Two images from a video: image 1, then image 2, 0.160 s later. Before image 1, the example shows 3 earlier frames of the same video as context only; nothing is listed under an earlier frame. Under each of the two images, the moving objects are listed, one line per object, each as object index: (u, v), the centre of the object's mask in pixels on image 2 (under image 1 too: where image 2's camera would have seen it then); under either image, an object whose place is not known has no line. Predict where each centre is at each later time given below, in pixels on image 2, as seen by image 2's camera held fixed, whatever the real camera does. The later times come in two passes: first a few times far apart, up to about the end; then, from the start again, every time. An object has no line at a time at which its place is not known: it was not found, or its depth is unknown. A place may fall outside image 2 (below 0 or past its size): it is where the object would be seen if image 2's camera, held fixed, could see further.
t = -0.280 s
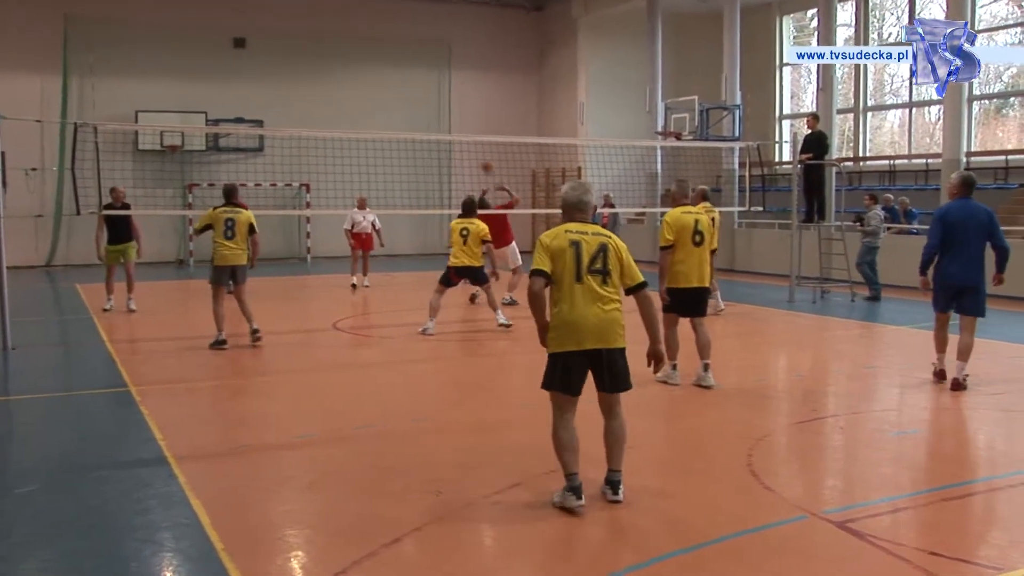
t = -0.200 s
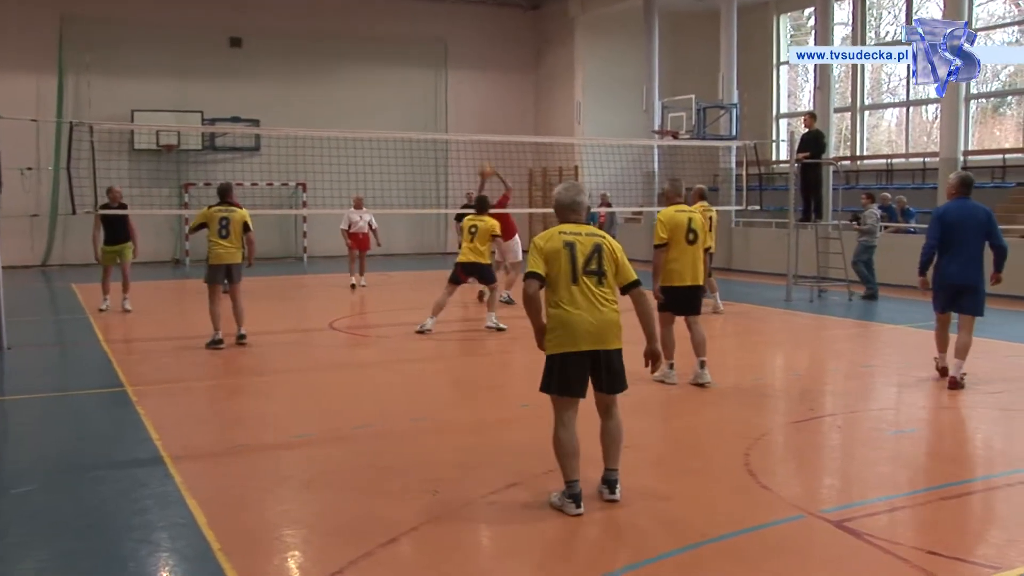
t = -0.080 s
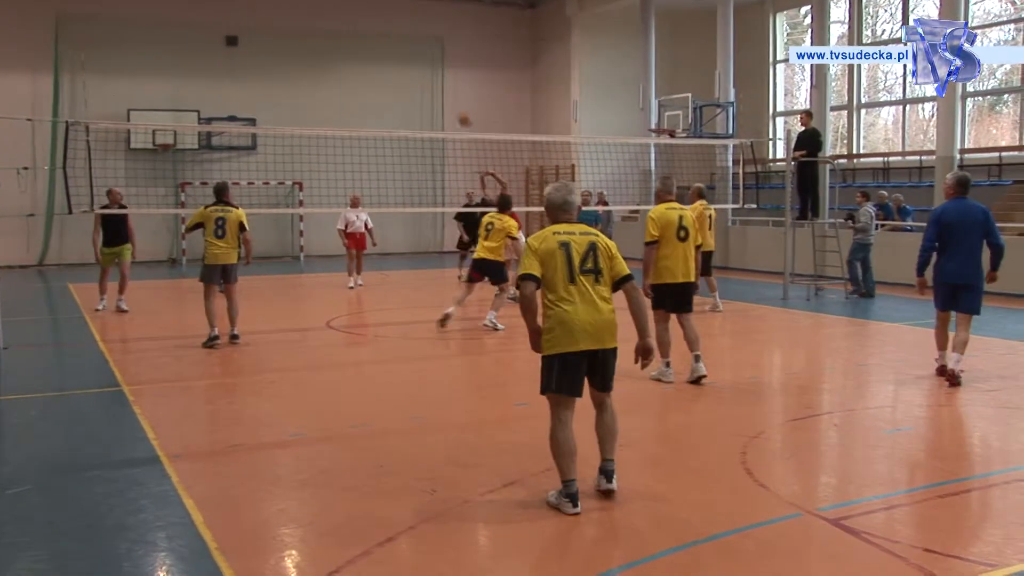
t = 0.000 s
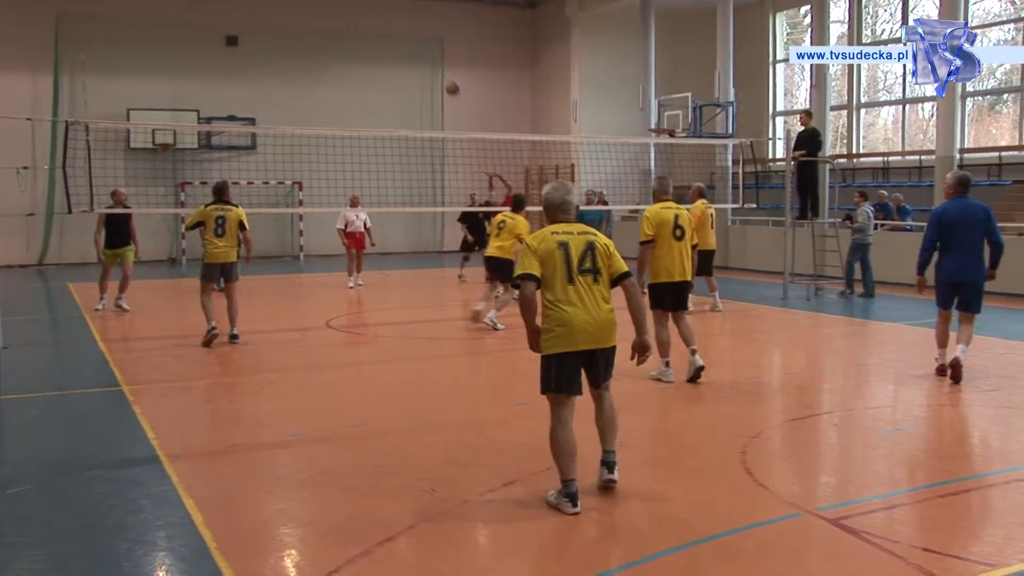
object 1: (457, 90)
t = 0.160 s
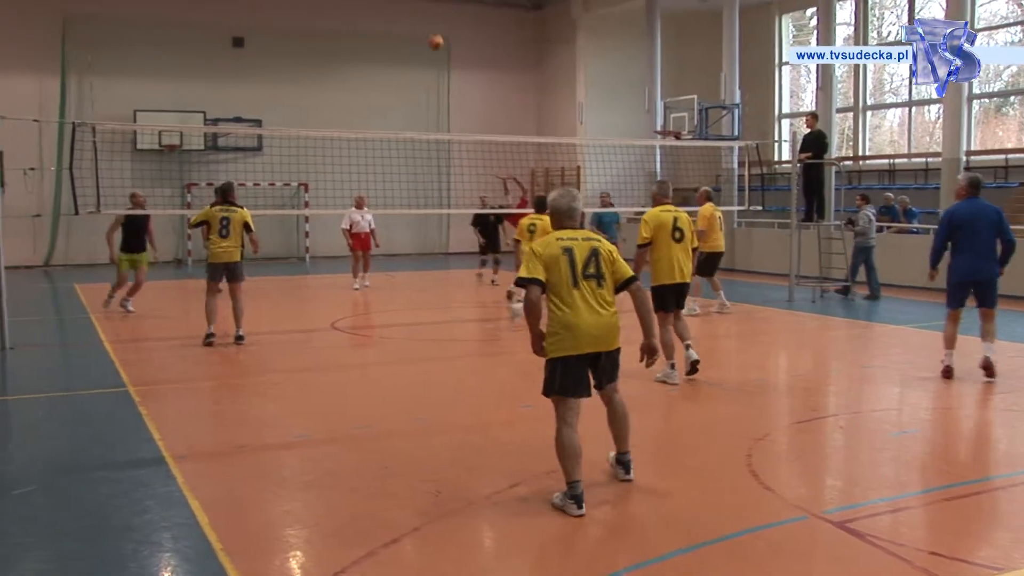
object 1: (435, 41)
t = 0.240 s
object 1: (424, 24)
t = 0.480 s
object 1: (391, -1)
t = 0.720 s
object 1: (357, 16)
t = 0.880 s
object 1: (333, 51)
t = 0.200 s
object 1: (430, 32)
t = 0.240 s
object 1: (424, 24)
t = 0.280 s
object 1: (419, 18)
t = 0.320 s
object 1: (413, 12)
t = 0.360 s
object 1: (408, 8)
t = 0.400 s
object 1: (402, 4)
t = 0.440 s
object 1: (397, 2)
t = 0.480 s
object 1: (391, -1)
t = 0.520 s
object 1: (385, 0)
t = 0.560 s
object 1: (379, 1)
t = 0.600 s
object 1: (374, 3)
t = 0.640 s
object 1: (369, 6)
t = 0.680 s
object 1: (363, 10)
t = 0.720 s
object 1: (357, 16)
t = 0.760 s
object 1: (351, 24)
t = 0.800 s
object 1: (345, 30)
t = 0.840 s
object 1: (338, 41)
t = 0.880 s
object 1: (333, 51)
